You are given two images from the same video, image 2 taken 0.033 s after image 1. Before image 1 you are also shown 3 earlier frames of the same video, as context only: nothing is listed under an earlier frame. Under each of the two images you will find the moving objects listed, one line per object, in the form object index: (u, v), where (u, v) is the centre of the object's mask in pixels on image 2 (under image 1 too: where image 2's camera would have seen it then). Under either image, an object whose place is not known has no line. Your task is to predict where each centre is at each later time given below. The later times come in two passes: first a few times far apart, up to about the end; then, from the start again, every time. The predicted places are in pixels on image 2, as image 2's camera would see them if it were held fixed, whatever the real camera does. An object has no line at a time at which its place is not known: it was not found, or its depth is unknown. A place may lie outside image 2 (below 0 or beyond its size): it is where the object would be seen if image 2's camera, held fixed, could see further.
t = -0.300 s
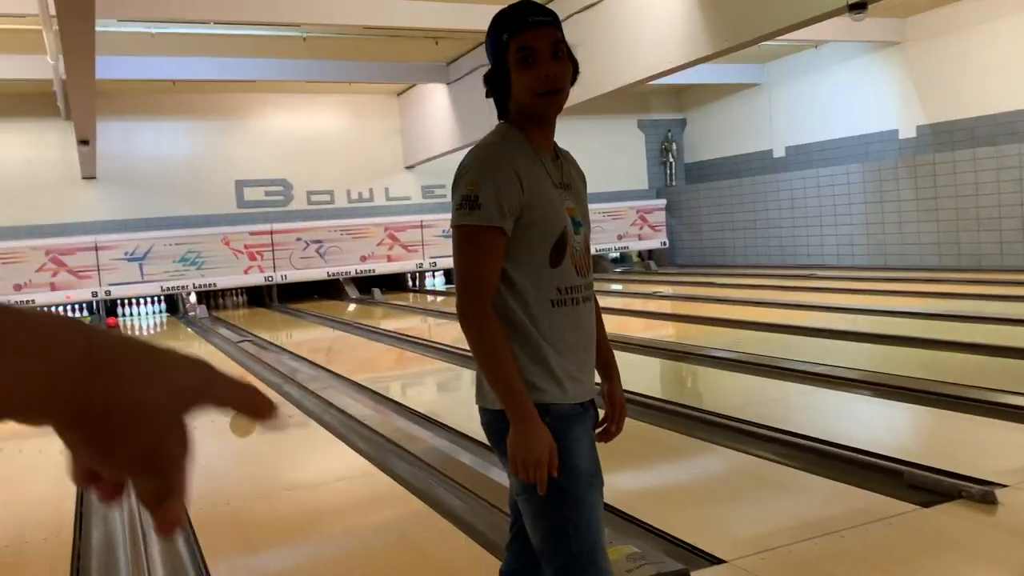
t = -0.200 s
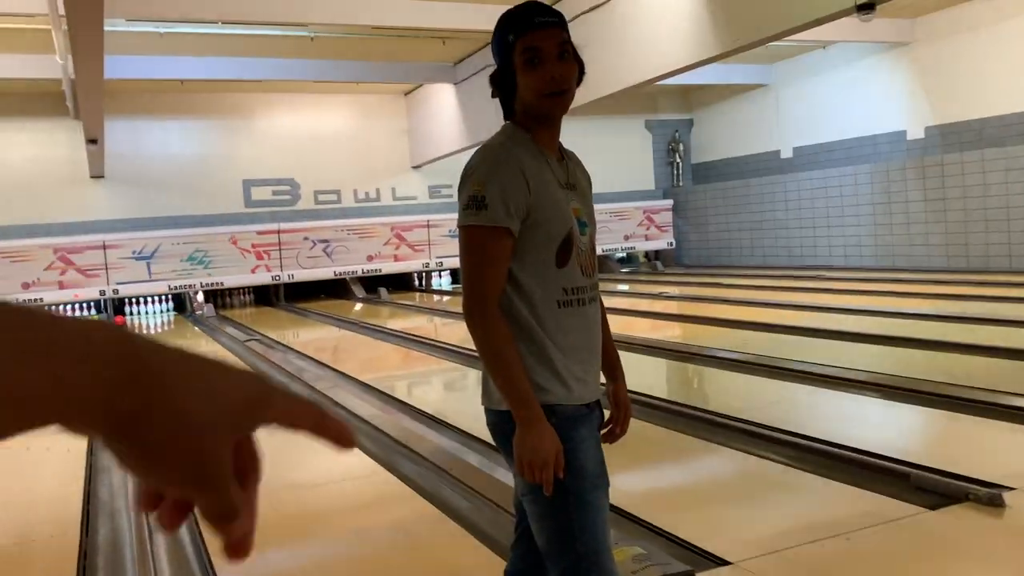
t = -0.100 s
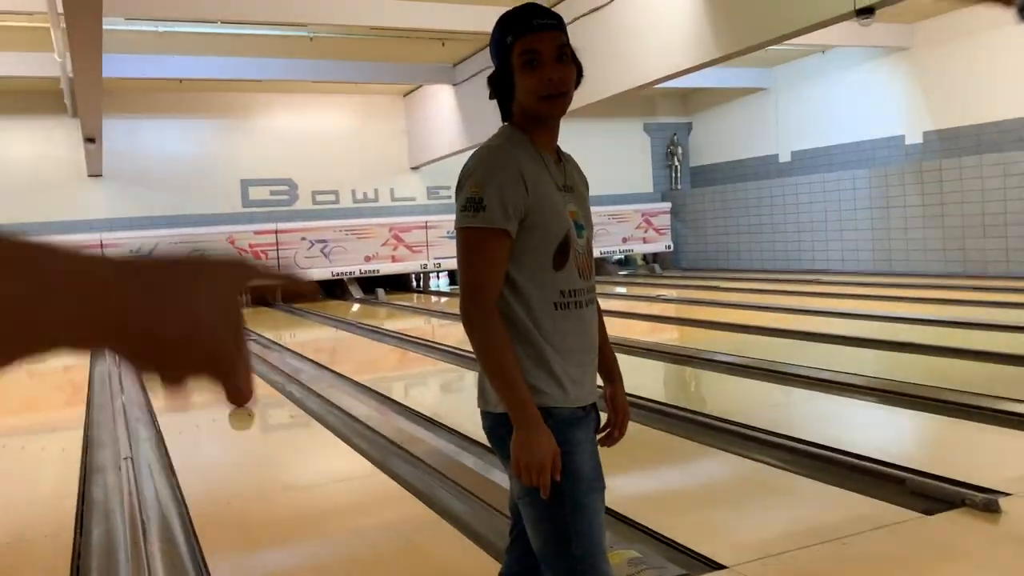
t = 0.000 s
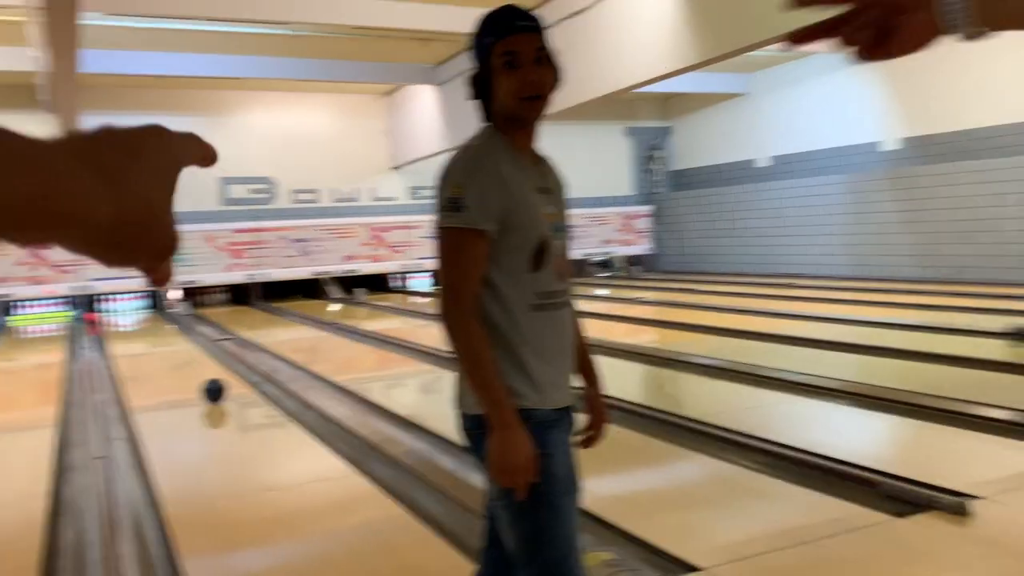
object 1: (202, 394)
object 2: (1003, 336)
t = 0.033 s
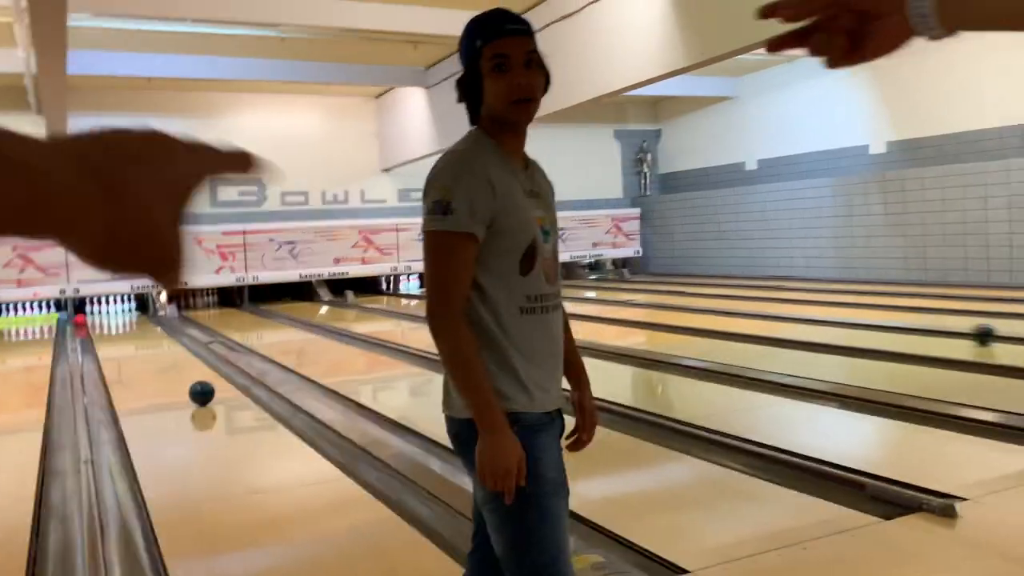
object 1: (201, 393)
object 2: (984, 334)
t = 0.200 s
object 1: (198, 391)
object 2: (886, 326)
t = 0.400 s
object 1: (195, 387)
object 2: (795, 316)
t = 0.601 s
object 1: (189, 384)
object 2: (721, 308)
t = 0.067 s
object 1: (201, 392)
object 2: (962, 332)
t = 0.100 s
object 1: (200, 392)
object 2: (943, 331)
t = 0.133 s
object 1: (199, 392)
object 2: (925, 328)
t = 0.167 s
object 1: (199, 391)
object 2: (904, 326)
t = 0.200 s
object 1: (198, 391)
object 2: (886, 326)
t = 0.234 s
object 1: (197, 390)
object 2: (868, 324)
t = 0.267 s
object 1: (197, 391)
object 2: (853, 323)
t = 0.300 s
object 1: (196, 389)
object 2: (836, 320)
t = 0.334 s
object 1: (196, 388)
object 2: (822, 320)
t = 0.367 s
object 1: (195, 388)
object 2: (811, 318)
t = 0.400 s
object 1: (195, 387)
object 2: (795, 316)
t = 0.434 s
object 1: (194, 387)
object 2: (781, 315)
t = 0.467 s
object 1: (193, 387)
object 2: (768, 314)
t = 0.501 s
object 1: (193, 387)
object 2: (756, 314)
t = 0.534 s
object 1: (192, 386)
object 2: (744, 313)
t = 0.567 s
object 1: (191, 385)
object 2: (732, 312)
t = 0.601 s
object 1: (189, 384)
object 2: (721, 308)
